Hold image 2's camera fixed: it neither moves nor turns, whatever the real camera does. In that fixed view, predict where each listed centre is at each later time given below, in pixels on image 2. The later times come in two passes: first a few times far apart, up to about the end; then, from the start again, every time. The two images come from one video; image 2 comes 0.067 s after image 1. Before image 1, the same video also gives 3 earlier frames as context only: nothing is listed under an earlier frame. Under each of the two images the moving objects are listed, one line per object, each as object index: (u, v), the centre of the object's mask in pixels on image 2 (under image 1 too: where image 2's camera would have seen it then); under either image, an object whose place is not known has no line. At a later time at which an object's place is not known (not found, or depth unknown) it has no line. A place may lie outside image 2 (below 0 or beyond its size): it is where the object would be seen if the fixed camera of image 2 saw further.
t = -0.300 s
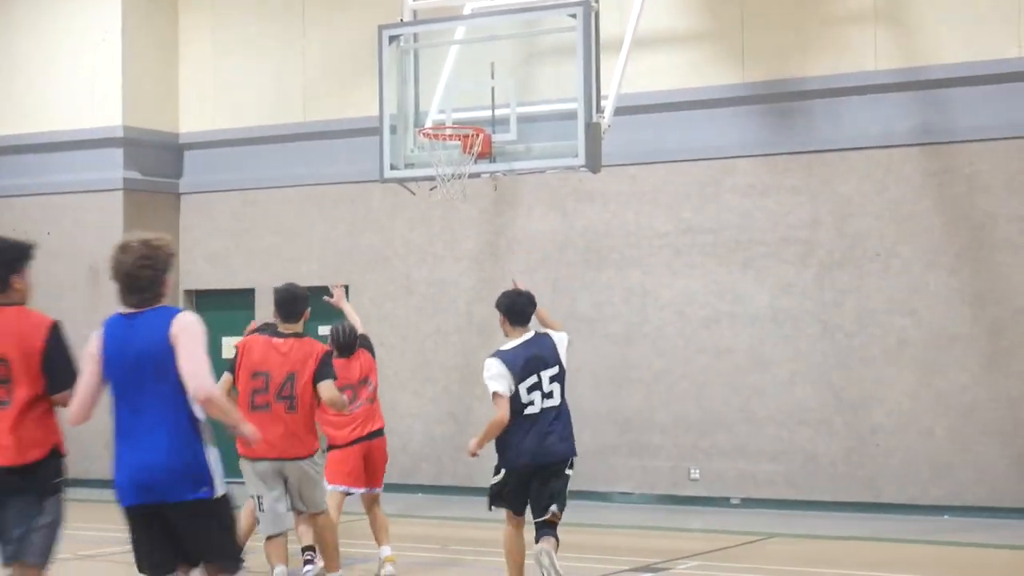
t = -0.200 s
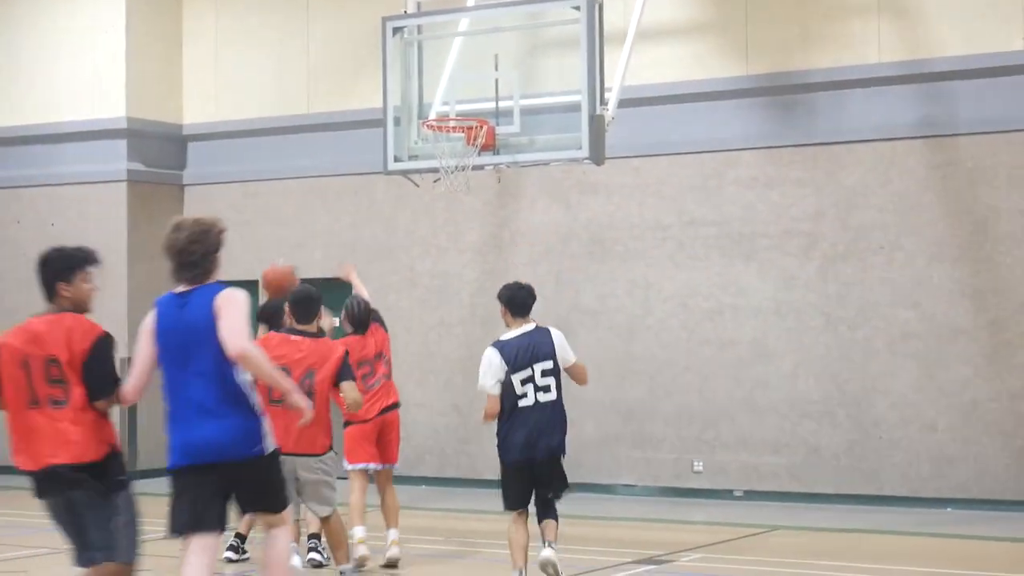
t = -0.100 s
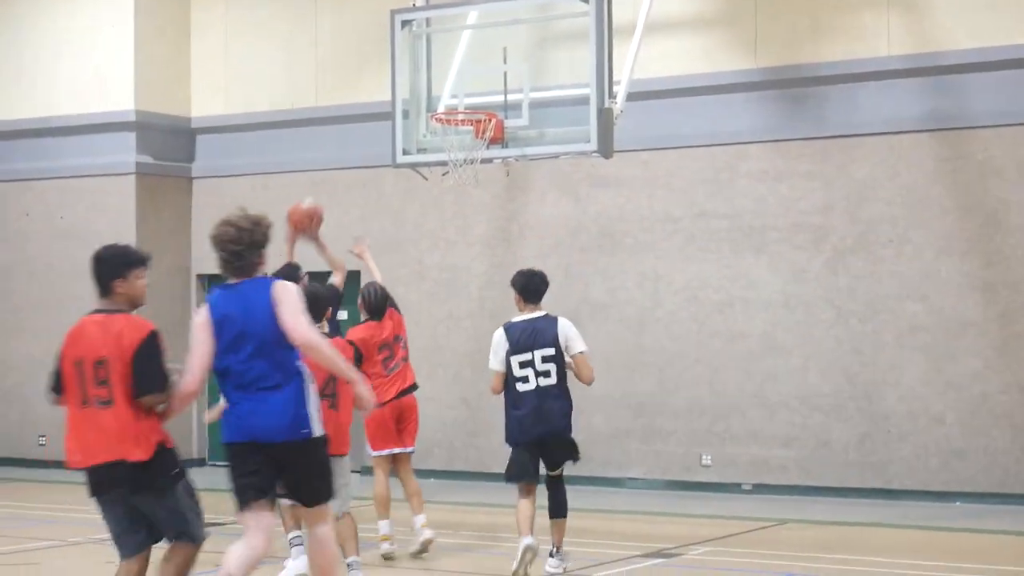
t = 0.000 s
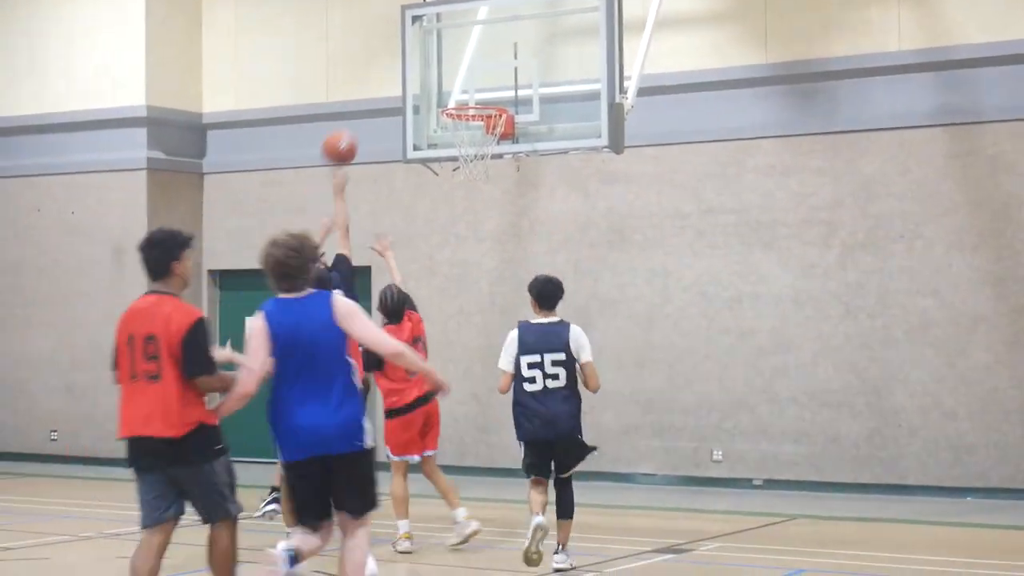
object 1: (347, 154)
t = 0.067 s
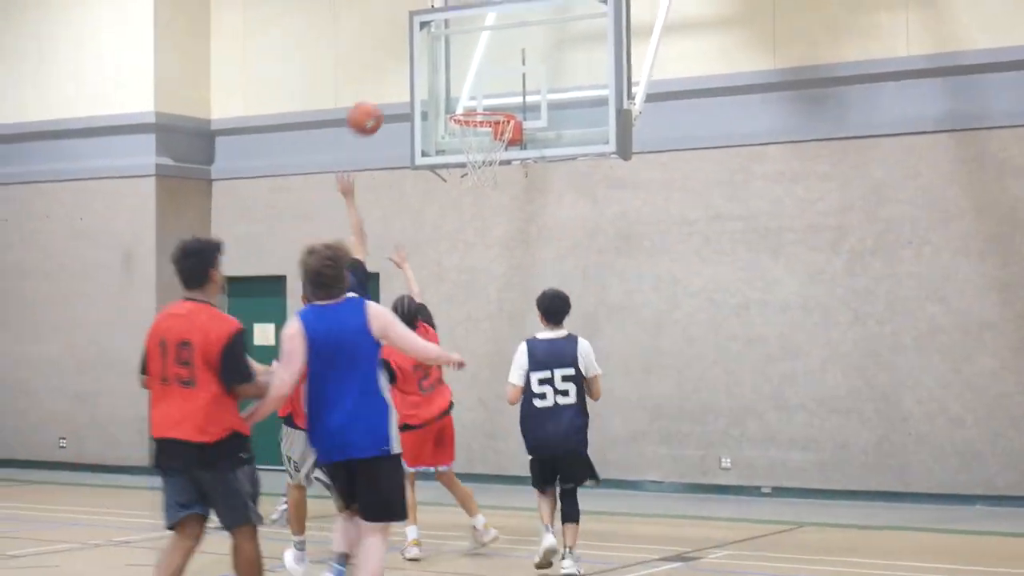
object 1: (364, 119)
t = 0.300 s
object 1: (425, 43)
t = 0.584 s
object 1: (495, 57)
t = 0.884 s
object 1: (480, 141)
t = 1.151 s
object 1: (450, 171)
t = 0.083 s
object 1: (369, 110)
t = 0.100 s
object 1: (374, 103)
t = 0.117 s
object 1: (379, 95)
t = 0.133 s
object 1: (383, 88)
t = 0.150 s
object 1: (387, 81)
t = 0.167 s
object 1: (391, 76)
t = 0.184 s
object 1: (396, 70)
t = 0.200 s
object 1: (400, 65)
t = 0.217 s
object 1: (404, 60)
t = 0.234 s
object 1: (408, 56)
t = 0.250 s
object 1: (413, 52)
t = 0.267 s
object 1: (417, 49)
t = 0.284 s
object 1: (422, 47)
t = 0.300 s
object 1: (425, 43)
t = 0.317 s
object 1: (430, 40)
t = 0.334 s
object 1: (434, 39)
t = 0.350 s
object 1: (438, 37)
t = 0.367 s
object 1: (442, 36)
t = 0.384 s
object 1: (446, 36)
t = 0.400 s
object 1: (451, 35)
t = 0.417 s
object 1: (455, 35)
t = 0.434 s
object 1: (459, 36)
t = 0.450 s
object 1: (463, 37)
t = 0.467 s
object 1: (467, 39)
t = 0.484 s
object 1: (471, 40)
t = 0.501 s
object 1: (475, 42)
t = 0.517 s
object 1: (479, 44)
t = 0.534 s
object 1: (483, 46)
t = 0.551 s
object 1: (487, 50)
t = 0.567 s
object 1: (491, 53)
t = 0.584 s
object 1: (495, 57)
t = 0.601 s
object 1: (499, 61)
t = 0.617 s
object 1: (502, 66)
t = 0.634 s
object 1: (506, 70)
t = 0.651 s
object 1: (510, 75)
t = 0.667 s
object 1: (512, 80)
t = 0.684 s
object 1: (510, 83)
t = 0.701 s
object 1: (508, 86)
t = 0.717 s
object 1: (506, 91)
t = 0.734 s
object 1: (504, 95)
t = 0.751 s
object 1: (502, 99)
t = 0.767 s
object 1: (500, 103)
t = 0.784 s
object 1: (498, 106)
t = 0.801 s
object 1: (497, 108)
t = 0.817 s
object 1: (495, 110)
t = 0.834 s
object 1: (490, 127)
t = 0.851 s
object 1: (487, 131)
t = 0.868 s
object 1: (482, 138)
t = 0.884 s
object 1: (480, 141)
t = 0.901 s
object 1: (478, 143)
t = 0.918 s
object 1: (474, 148)
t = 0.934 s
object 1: (472, 148)
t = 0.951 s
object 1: (469, 149)
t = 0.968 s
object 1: (467, 149)
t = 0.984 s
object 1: (464, 150)
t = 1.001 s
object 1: (462, 151)
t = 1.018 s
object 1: (460, 152)
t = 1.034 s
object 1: (458, 153)
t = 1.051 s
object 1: (456, 154)
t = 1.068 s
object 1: (455, 156)
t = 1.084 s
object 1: (454, 158)
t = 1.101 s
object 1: (453, 160)
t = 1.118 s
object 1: (452, 163)
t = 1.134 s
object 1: (451, 166)
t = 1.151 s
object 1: (450, 171)
